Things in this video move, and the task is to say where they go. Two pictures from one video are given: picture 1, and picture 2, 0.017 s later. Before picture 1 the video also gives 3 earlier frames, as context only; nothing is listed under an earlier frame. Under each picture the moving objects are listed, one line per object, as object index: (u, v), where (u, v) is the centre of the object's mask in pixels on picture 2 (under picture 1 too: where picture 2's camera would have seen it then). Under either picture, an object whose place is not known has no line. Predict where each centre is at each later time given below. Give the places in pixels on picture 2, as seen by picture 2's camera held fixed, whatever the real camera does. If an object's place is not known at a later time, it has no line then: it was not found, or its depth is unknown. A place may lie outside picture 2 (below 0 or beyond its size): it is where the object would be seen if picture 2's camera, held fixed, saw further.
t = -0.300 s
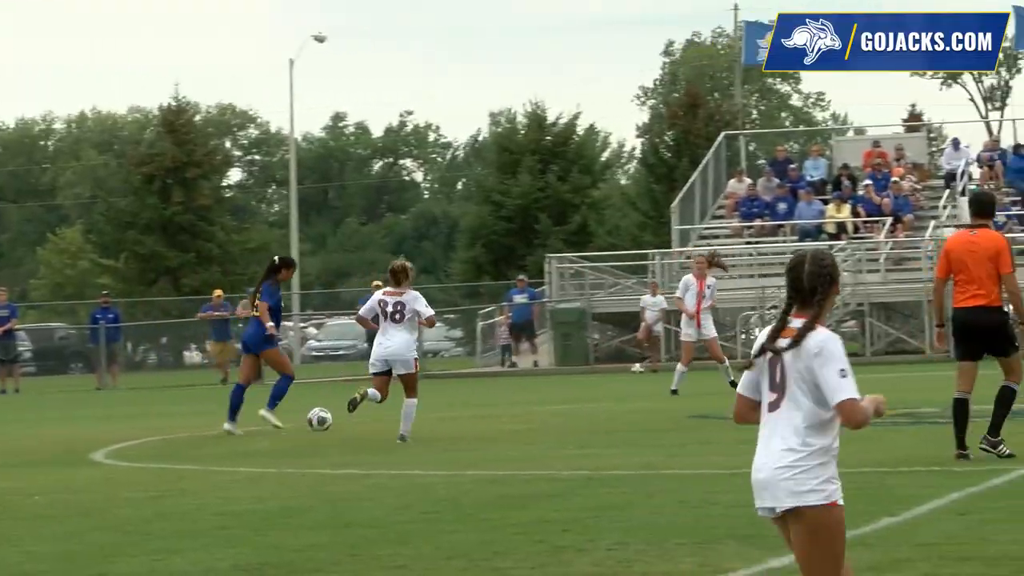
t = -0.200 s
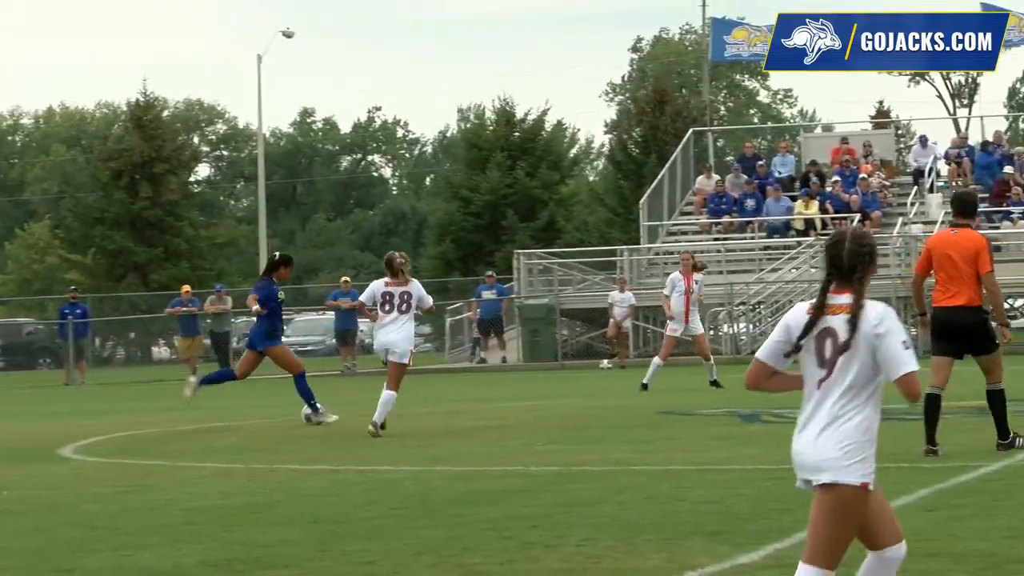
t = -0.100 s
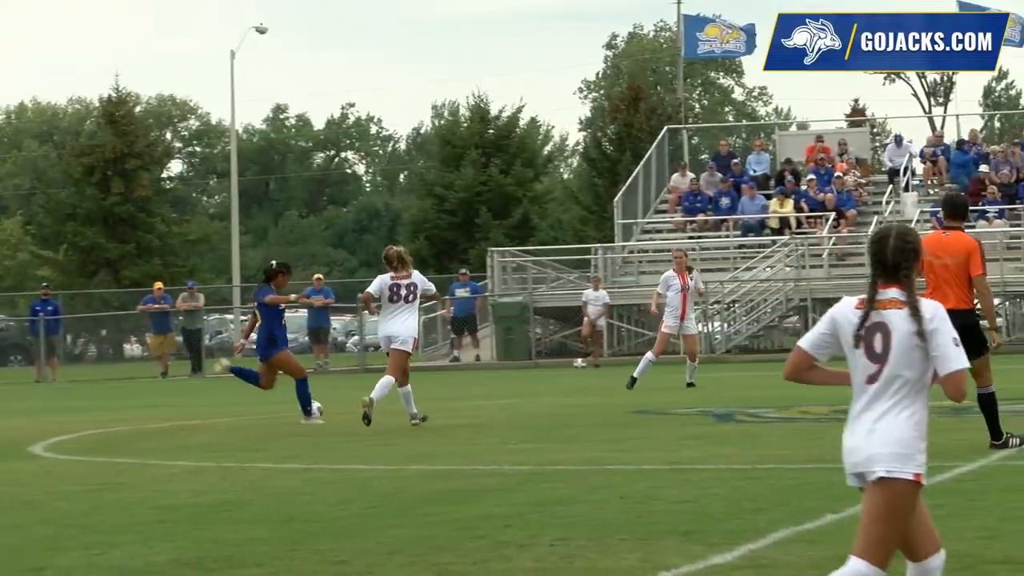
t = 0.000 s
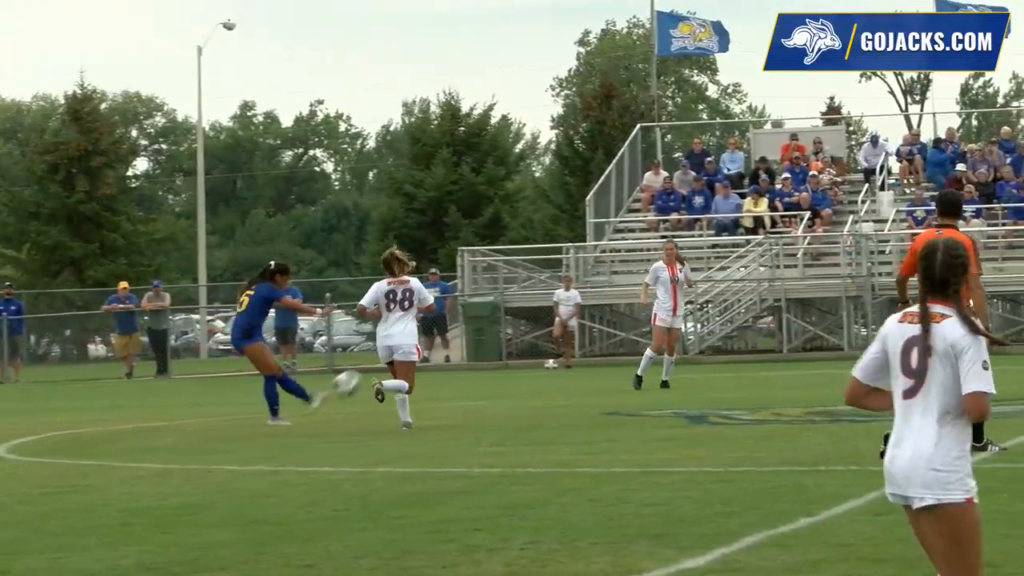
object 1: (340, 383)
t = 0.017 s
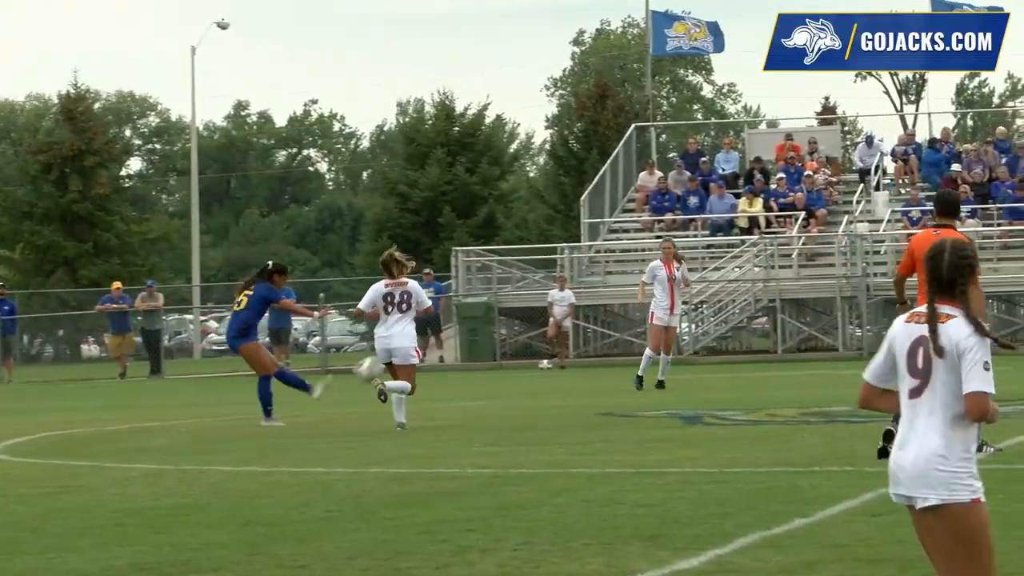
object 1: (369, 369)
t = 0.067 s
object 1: (451, 327)
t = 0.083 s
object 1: (479, 311)
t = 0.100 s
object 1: (506, 298)
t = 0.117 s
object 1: (537, 283)
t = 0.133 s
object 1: (565, 269)
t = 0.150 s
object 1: (592, 255)
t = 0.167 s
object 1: (620, 243)
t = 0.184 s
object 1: (649, 229)
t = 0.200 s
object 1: (677, 215)
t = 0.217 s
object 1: (705, 201)
